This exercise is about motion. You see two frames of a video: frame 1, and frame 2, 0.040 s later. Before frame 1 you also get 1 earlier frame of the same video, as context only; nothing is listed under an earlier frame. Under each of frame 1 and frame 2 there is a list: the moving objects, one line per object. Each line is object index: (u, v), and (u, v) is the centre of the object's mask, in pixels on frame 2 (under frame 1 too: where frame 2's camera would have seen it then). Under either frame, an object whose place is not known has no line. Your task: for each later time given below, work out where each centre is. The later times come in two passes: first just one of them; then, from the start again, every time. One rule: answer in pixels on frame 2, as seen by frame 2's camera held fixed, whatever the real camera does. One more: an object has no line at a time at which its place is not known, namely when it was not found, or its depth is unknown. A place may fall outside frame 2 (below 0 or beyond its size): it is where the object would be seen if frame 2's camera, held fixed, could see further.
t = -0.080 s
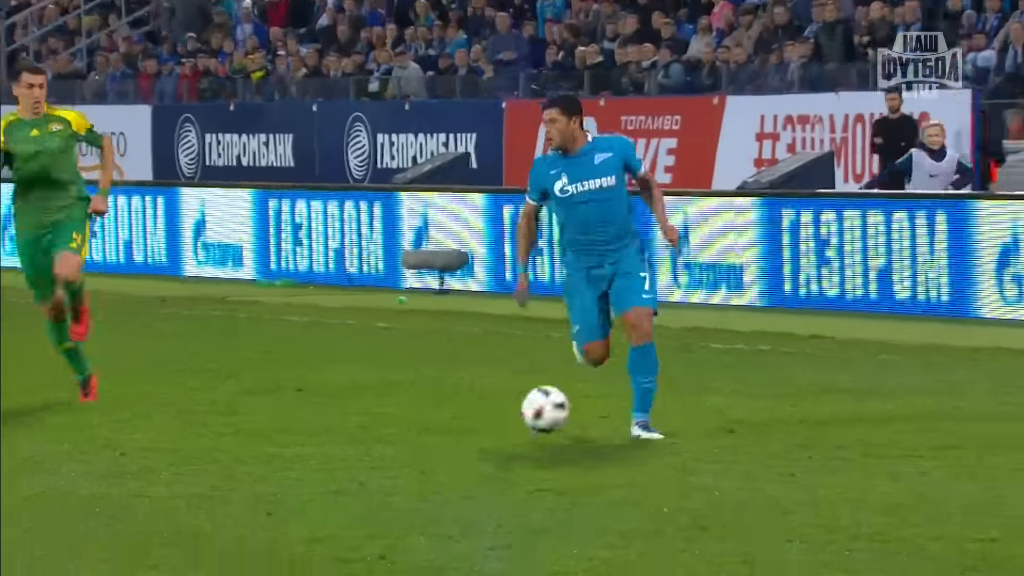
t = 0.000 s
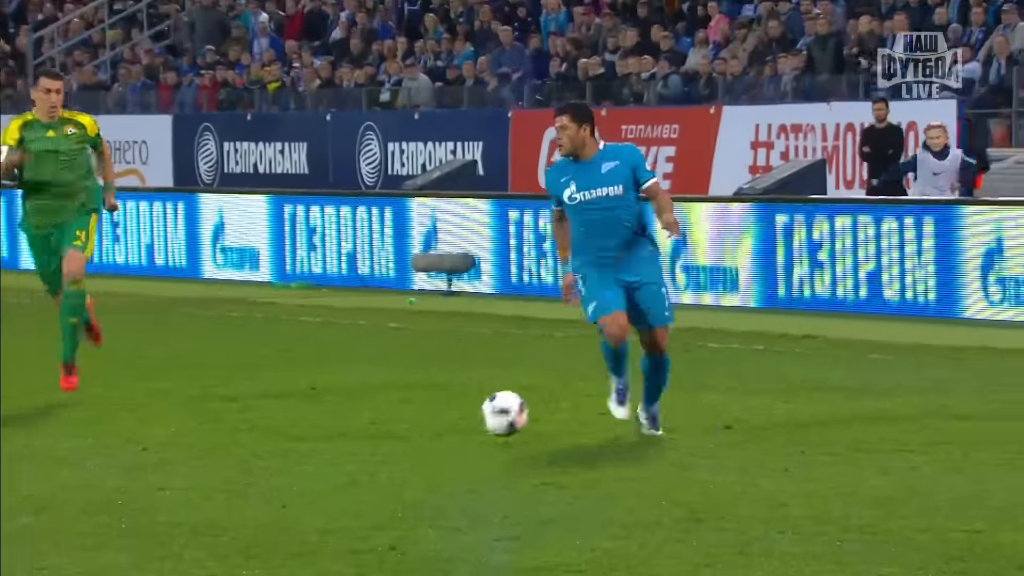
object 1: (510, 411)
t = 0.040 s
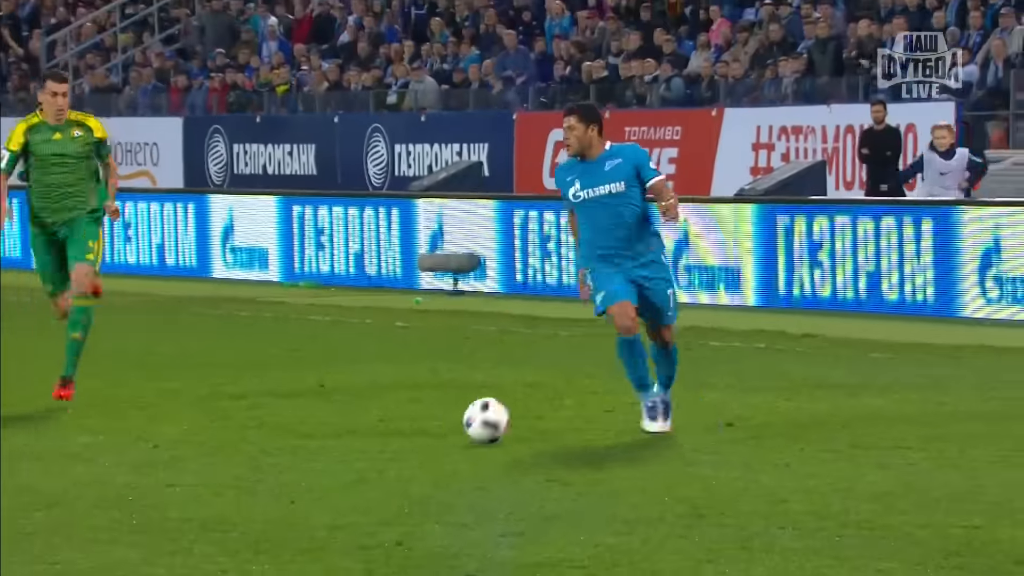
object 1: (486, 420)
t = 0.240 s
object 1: (386, 436)
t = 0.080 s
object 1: (464, 426)
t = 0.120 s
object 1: (445, 424)
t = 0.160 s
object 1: (426, 425)
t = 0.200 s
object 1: (406, 429)
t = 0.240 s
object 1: (386, 436)
